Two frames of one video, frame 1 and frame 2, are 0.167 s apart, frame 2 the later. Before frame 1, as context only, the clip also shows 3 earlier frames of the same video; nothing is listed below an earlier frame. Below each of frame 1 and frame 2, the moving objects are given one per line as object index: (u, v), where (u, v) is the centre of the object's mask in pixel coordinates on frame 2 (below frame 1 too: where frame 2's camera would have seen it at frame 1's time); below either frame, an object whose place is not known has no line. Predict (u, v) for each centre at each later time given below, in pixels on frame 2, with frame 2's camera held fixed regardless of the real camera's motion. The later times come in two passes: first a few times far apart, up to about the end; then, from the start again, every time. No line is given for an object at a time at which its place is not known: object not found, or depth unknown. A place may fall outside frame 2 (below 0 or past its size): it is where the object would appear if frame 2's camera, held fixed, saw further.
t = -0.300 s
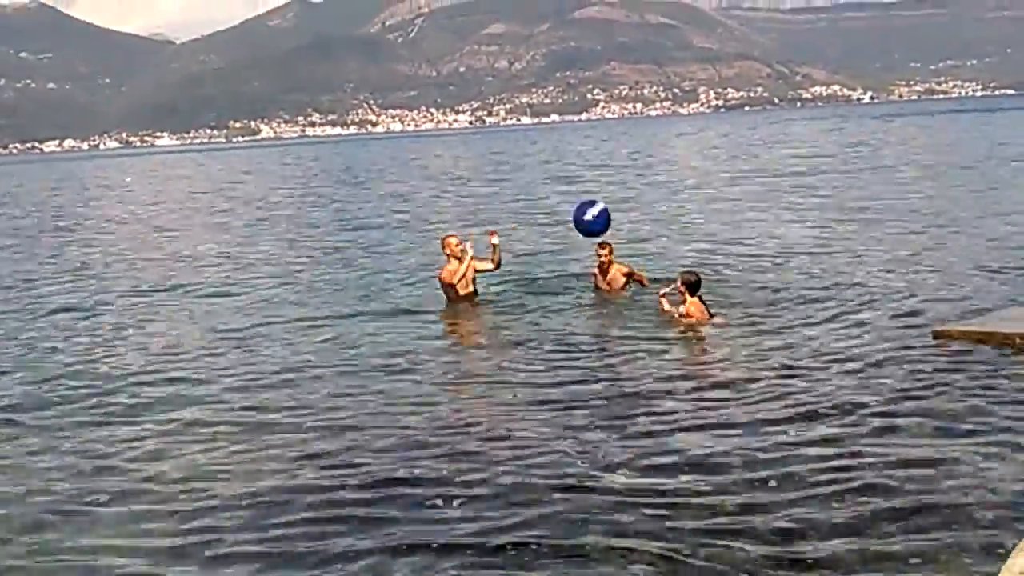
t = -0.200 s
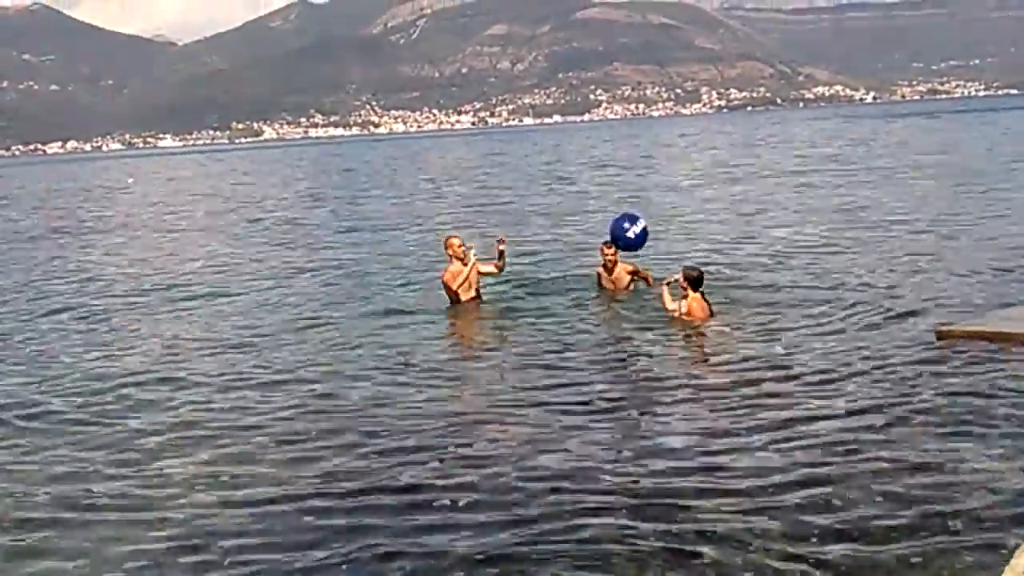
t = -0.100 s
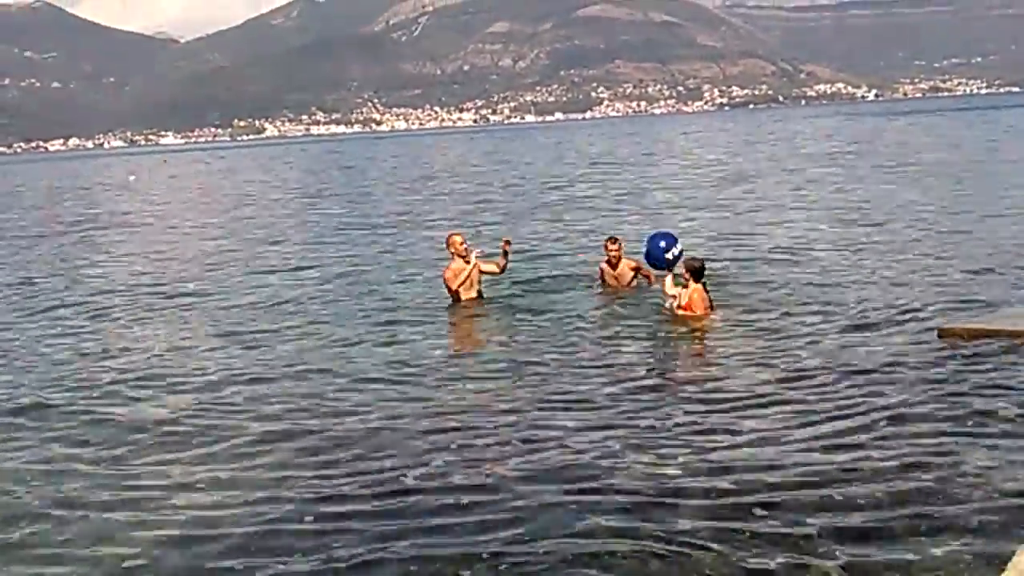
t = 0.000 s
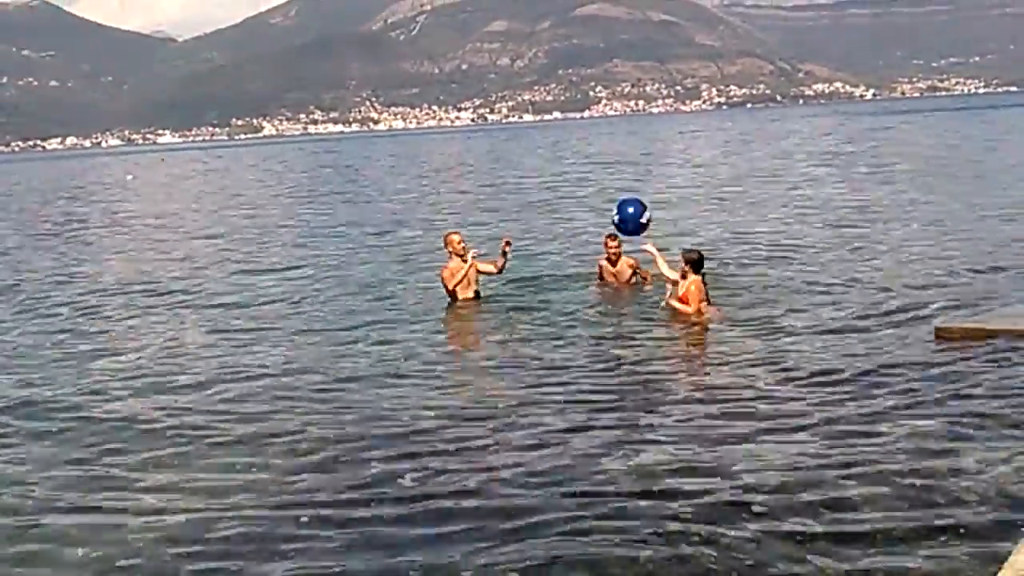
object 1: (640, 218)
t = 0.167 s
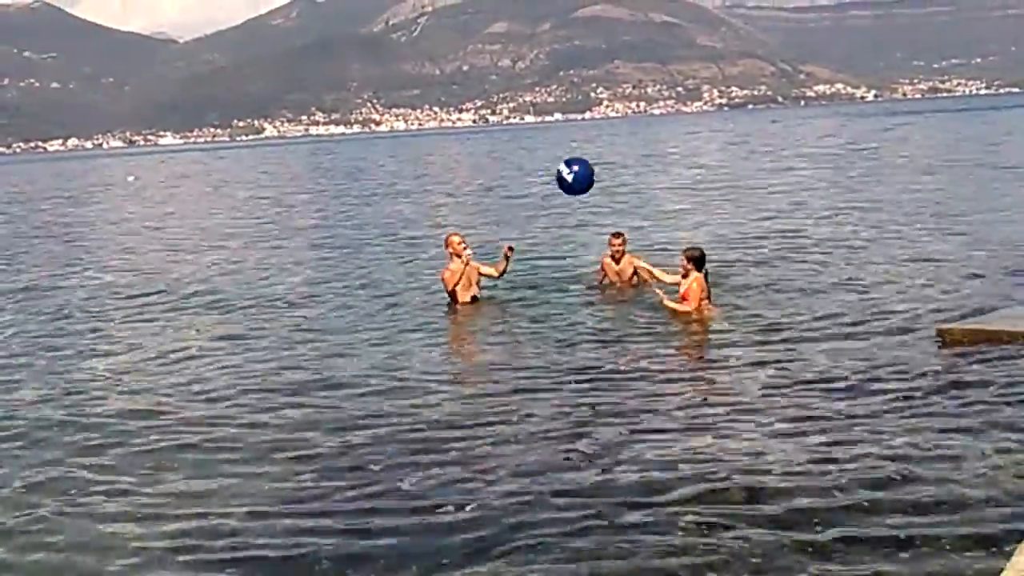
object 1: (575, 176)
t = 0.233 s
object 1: (559, 167)
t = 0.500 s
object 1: (487, 170)
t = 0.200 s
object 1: (569, 171)
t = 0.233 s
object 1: (559, 167)
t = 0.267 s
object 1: (546, 163)
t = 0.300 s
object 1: (537, 161)
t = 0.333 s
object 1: (528, 161)
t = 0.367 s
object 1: (520, 161)
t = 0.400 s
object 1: (511, 162)
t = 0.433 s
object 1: (502, 163)
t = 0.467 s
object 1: (493, 166)
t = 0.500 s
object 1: (487, 170)
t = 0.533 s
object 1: (481, 174)
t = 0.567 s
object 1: (480, 181)
